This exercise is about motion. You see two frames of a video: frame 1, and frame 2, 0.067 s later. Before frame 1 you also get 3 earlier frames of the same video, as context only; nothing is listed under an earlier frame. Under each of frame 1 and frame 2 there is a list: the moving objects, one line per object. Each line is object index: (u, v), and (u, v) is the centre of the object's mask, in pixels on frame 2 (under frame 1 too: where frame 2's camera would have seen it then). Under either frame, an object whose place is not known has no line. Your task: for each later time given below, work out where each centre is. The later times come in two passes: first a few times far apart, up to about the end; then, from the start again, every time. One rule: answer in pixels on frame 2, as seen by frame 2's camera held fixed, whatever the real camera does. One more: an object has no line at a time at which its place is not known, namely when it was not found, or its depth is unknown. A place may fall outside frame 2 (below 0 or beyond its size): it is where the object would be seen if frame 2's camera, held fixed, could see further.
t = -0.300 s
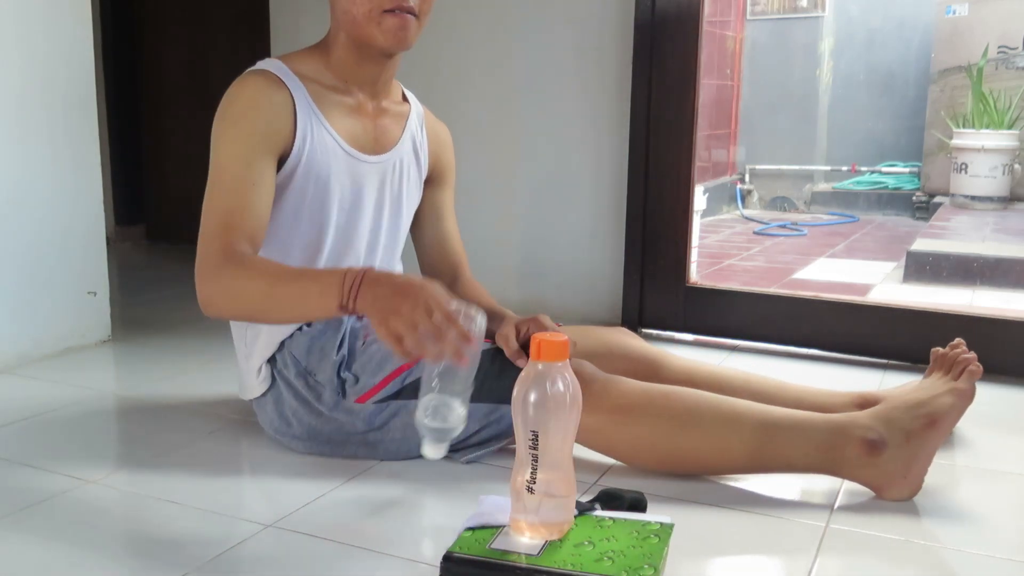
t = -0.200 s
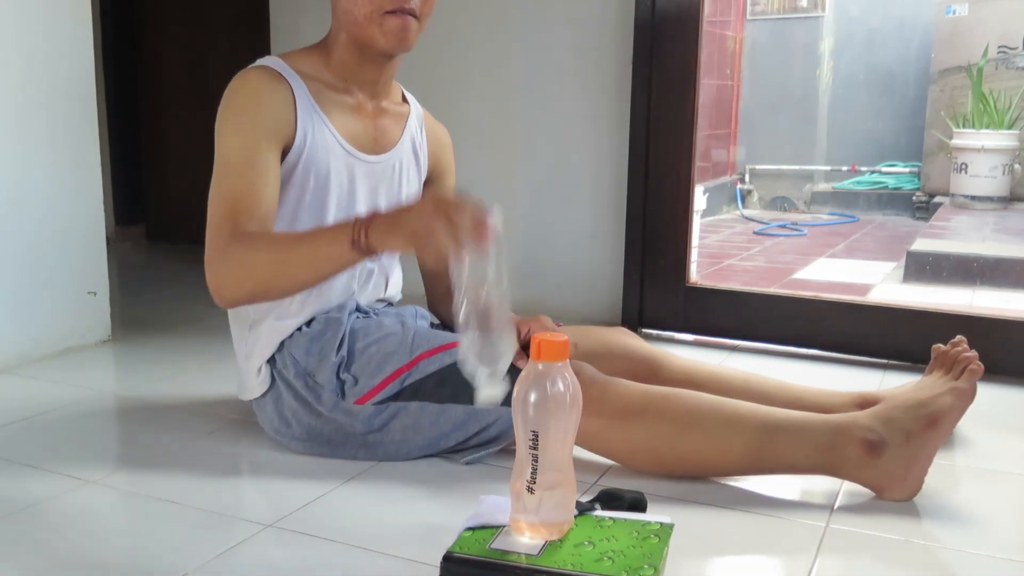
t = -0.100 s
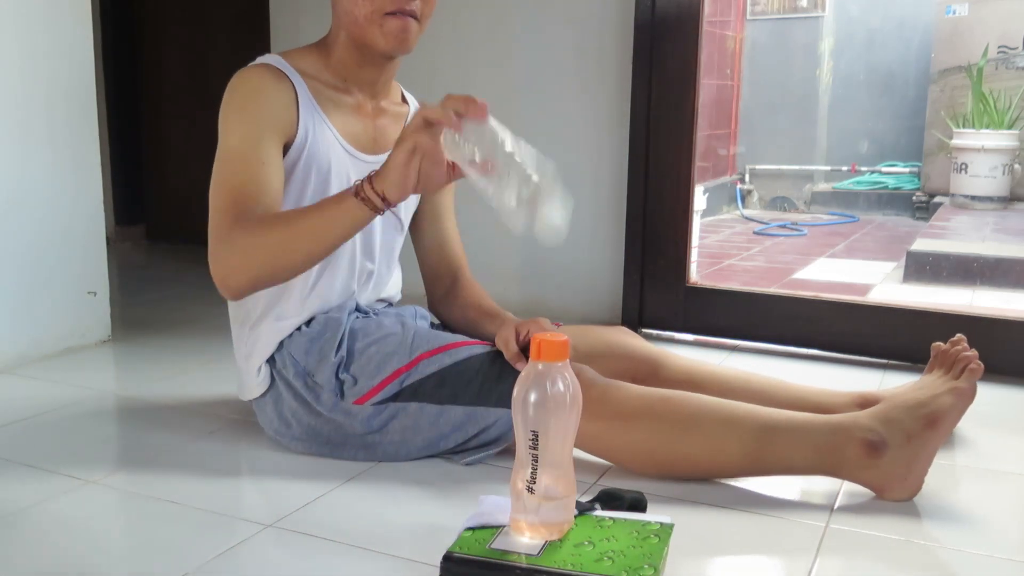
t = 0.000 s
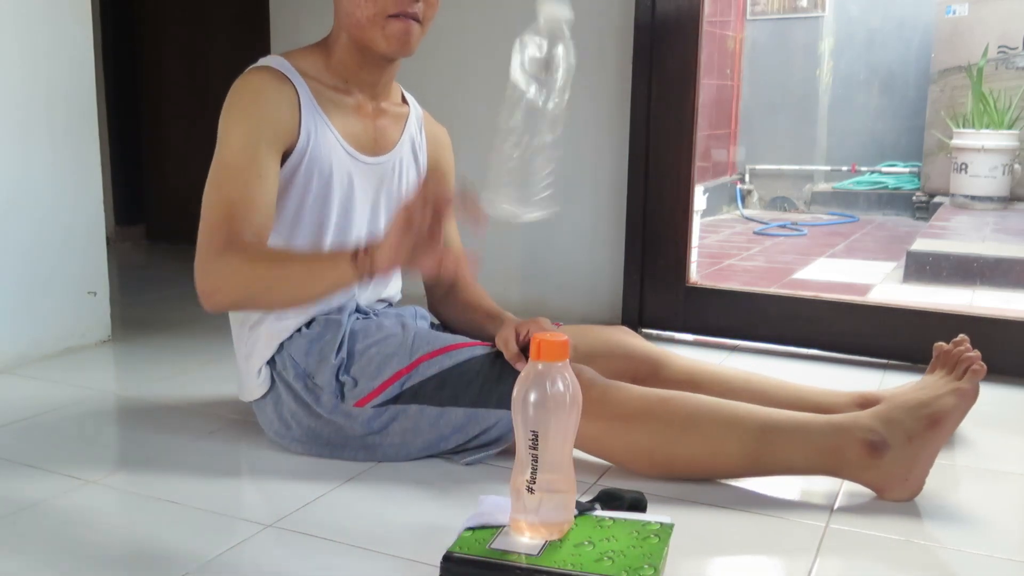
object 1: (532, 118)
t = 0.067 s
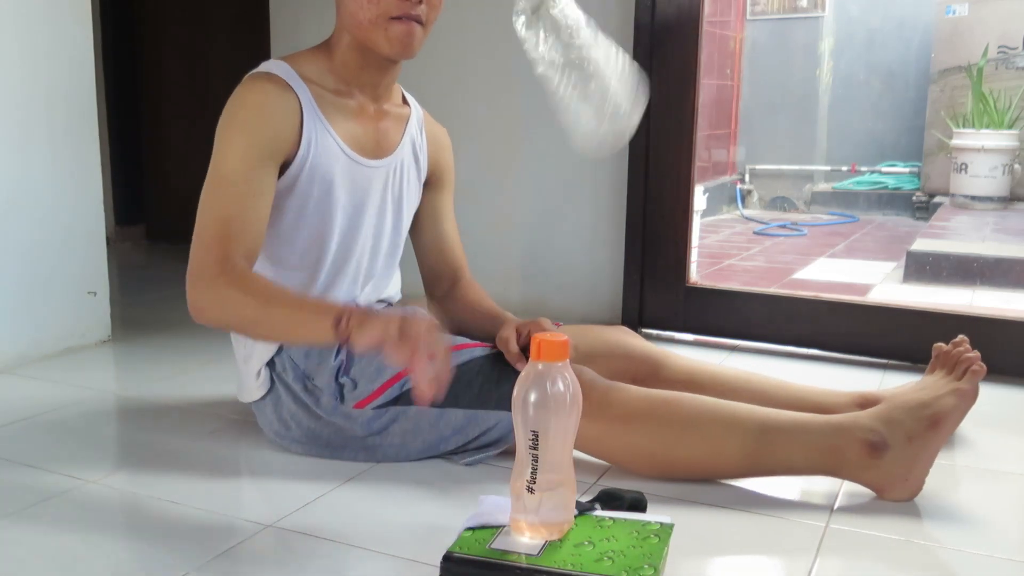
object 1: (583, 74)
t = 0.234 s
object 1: (561, 93)
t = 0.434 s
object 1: (573, 224)
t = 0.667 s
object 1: (604, 549)
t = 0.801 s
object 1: (583, 557)
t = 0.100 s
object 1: (594, 34)
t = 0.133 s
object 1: (563, 26)
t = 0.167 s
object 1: (553, 45)
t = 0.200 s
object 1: (556, 68)
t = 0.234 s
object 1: (561, 93)
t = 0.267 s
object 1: (562, 126)
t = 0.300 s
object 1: (559, 194)
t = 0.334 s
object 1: (560, 217)
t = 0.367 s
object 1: (564, 219)
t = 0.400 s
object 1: (569, 221)
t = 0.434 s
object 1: (573, 224)
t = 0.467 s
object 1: (579, 231)
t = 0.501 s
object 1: (586, 248)
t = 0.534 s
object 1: (593, 280)
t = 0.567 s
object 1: (600, 328)
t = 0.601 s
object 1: (609, 388)
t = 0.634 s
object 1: (619, 461)
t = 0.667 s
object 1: (604, 549)
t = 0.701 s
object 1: (596, 544)
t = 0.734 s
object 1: (599, 543)
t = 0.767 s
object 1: (595, 547)
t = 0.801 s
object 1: (583, 557)
